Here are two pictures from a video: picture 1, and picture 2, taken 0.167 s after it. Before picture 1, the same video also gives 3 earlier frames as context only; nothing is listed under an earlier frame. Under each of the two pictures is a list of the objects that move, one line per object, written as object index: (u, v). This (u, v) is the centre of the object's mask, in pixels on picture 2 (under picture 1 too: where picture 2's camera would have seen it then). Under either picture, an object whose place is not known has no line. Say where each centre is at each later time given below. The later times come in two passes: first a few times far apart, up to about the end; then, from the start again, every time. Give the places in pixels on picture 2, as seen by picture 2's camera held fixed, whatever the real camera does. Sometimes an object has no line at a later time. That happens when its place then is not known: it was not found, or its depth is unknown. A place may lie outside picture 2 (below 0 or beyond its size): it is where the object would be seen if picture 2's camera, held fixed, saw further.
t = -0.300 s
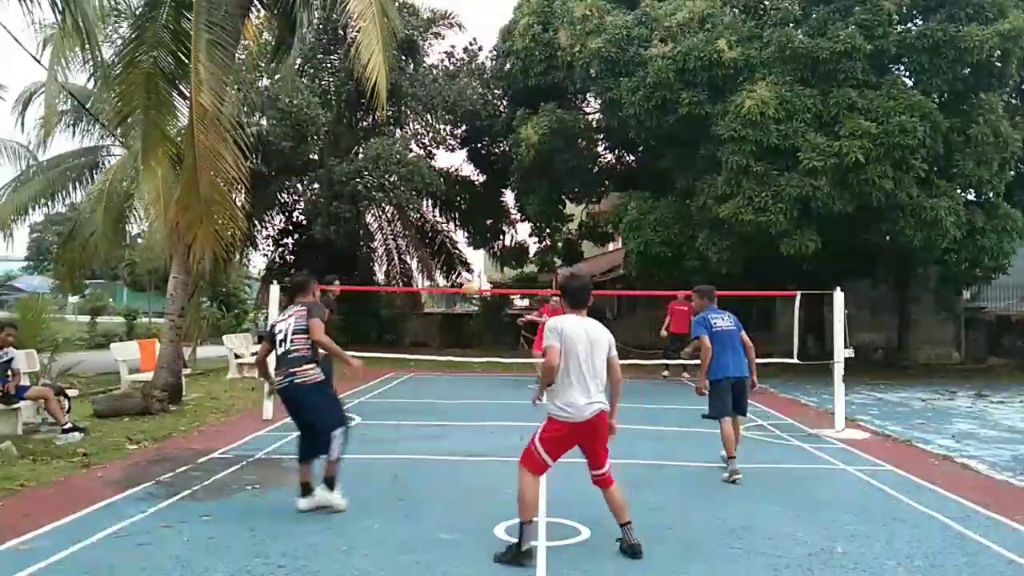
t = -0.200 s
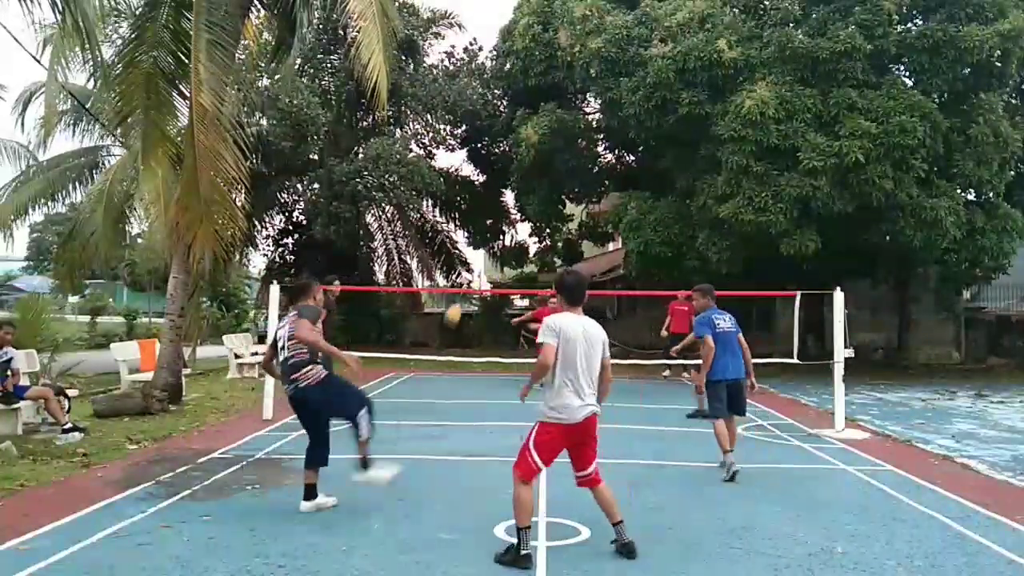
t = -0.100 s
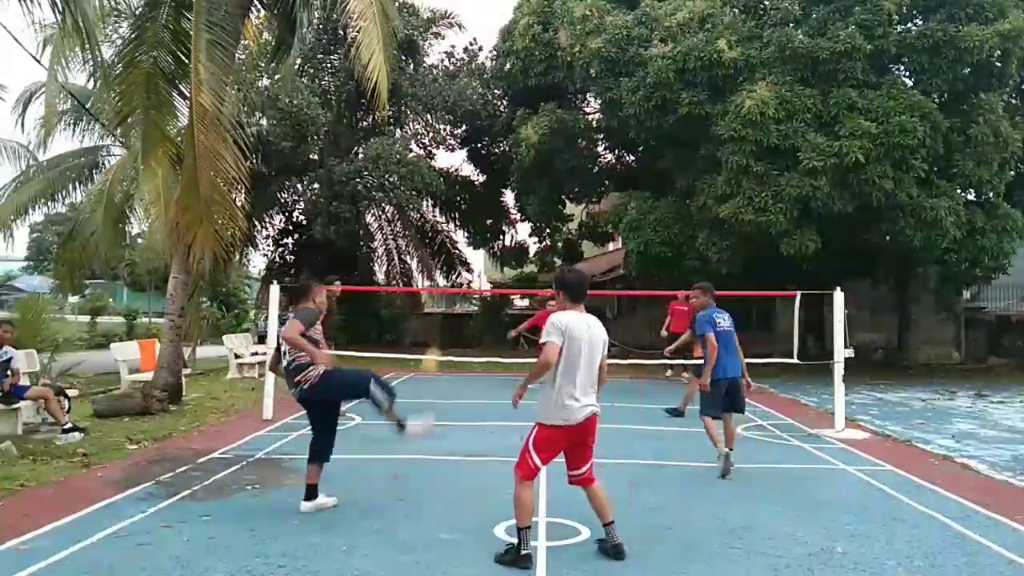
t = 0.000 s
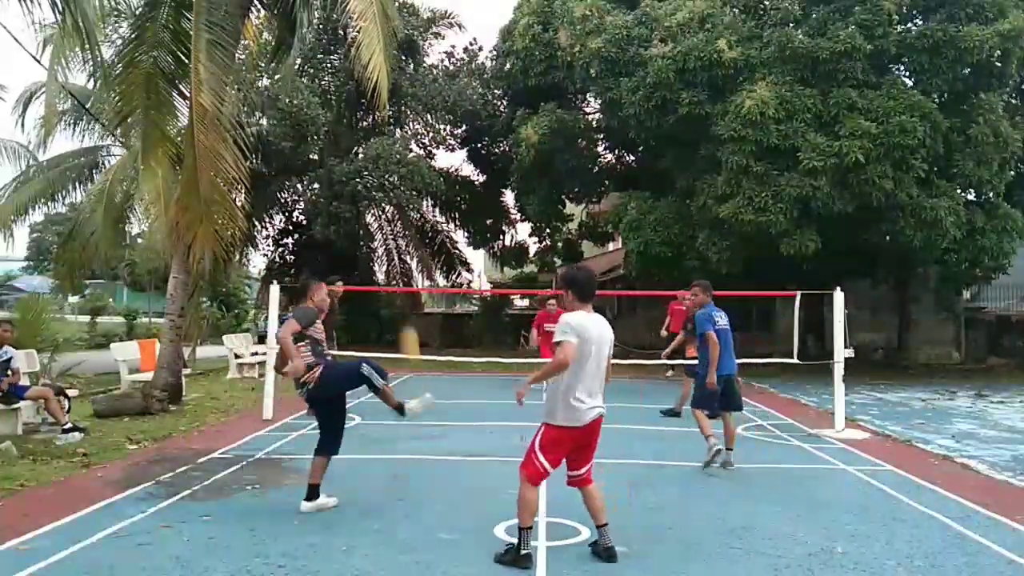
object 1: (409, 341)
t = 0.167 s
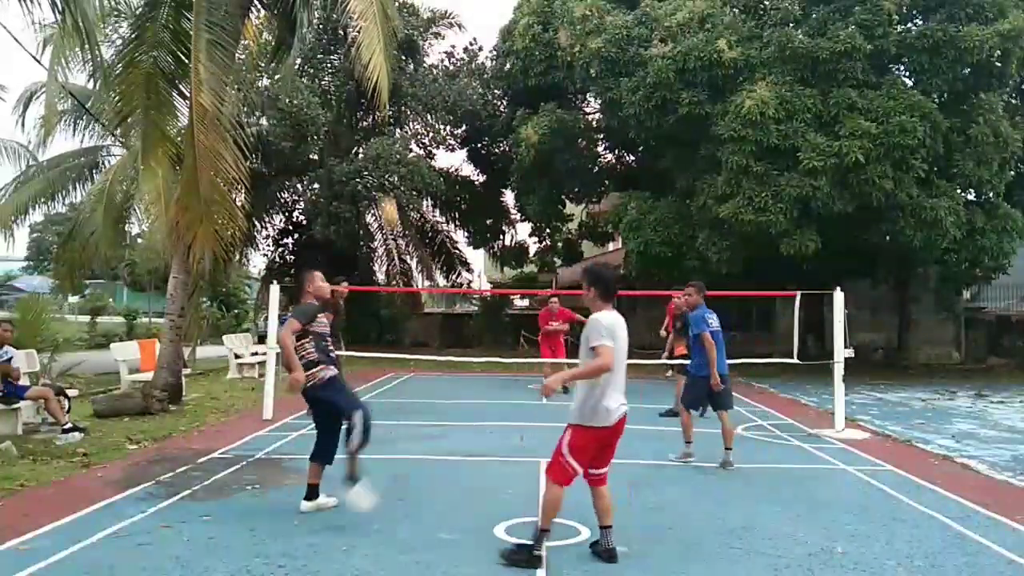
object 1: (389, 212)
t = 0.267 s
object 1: (374, 152)
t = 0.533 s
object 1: (339, 63)
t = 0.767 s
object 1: (307, 66)
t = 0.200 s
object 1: (384, 191)
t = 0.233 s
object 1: (380, 170)
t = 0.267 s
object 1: (374, 152)
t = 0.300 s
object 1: (371, 136)
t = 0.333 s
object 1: (366, 120)
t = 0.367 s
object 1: (361, 105)
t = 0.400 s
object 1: (356, 95)
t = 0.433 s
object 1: (352, 84)
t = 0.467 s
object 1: (348, 76)
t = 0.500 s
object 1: (343, 68)
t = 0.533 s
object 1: (339, 63)
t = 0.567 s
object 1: (334, 59)
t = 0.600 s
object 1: (330, 56)
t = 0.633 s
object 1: (325, 55)
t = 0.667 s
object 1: (320, 55)
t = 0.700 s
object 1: (316, 57)
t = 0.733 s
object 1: (311, 62)
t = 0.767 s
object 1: (307, 66)
